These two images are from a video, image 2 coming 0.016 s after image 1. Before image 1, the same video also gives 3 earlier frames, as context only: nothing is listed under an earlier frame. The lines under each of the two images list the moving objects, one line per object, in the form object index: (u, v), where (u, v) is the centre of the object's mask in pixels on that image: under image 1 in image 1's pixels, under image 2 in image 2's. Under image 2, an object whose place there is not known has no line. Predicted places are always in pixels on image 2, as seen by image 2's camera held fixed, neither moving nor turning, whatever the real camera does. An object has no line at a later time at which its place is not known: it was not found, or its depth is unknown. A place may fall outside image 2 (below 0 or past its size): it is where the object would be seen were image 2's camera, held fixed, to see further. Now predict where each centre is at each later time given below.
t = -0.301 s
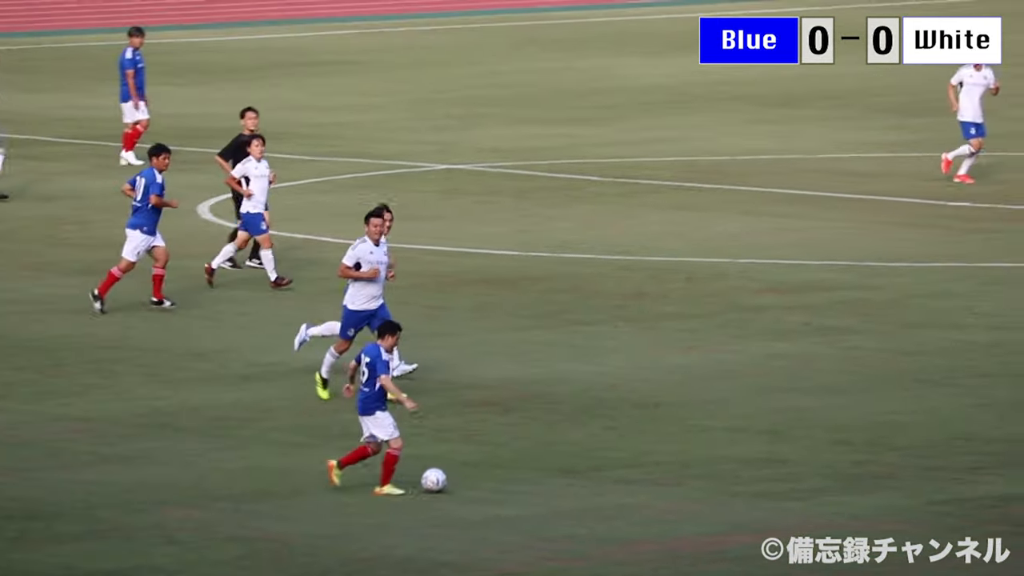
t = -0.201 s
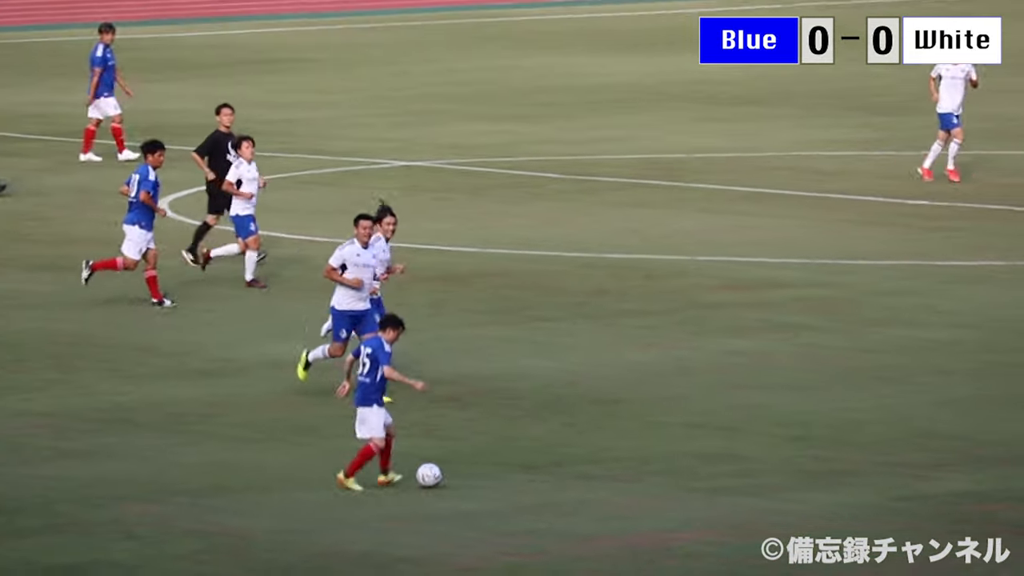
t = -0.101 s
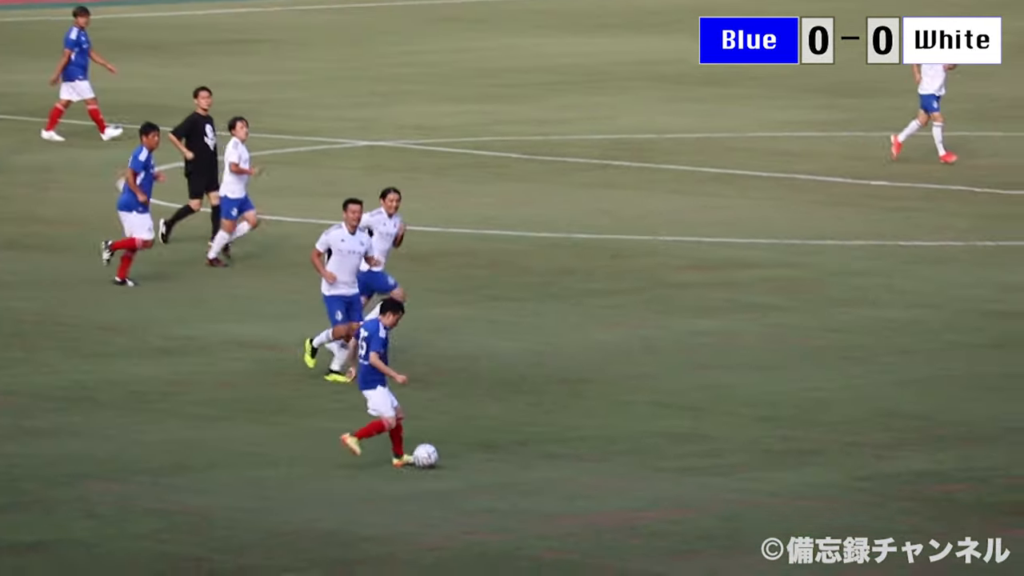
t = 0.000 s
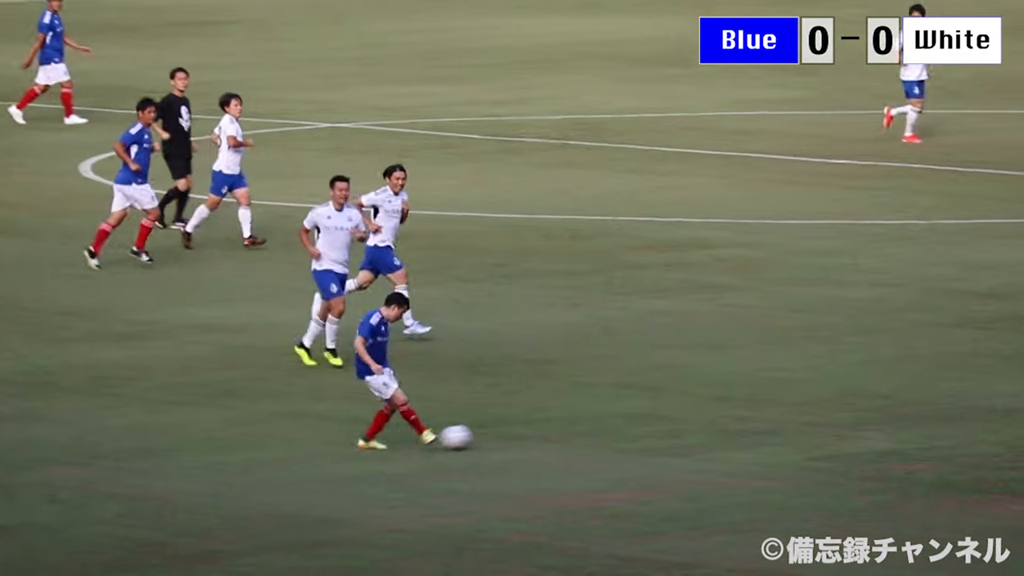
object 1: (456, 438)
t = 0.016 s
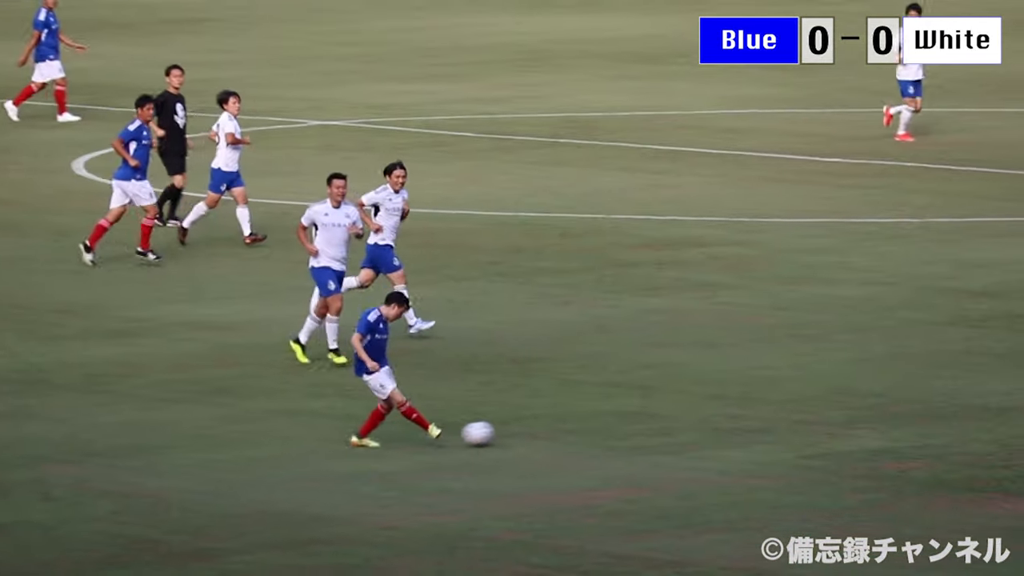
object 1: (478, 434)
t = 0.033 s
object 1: (507, 432)
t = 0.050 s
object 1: (535, 431)
